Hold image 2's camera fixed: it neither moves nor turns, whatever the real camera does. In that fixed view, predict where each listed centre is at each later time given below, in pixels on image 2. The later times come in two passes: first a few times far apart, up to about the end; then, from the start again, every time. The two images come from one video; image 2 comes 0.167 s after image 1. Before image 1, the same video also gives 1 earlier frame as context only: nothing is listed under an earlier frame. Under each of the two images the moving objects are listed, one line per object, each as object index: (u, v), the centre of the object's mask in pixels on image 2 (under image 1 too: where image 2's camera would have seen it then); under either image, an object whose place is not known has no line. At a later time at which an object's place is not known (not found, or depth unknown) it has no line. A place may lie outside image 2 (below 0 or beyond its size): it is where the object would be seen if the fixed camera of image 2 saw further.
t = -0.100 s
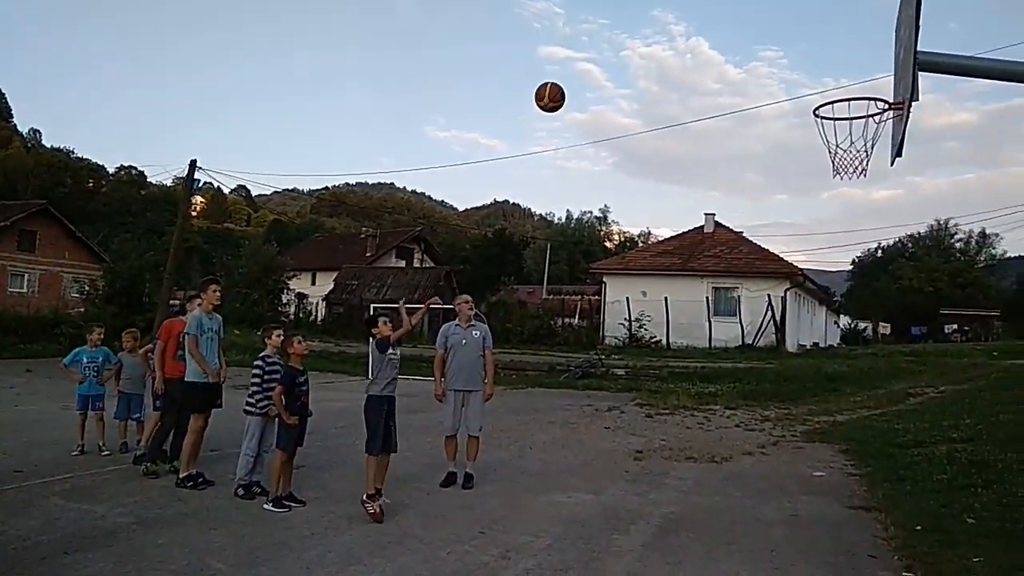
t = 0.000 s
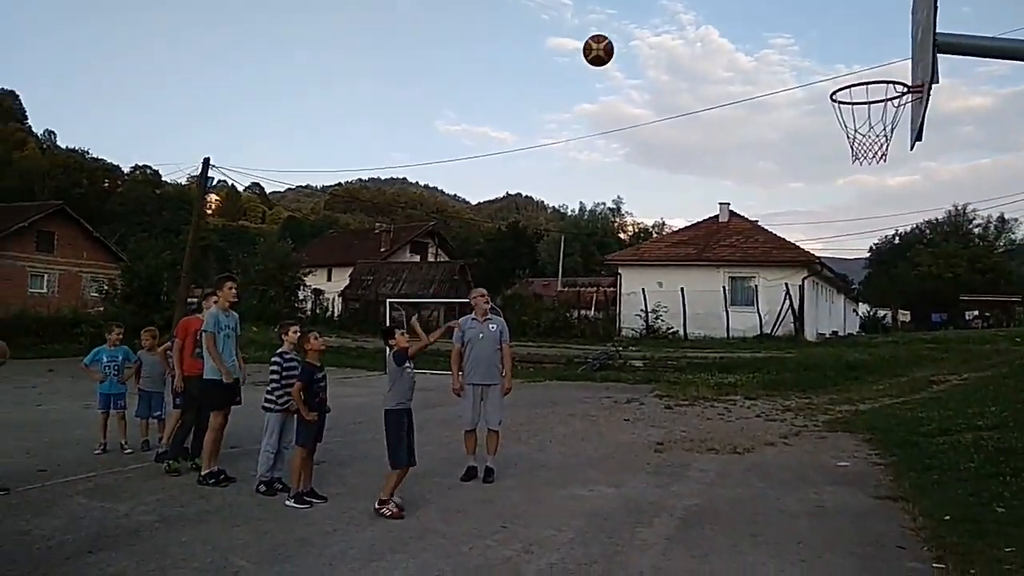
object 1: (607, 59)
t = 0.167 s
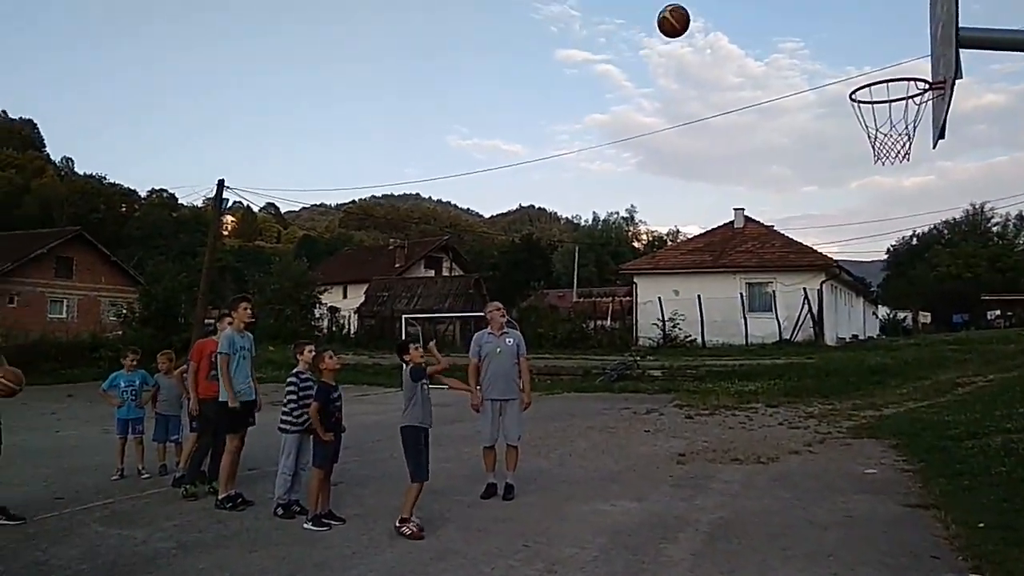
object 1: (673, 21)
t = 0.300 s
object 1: (730, 15)
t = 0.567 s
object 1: (843, 86)
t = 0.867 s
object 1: (818, 235)
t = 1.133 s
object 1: (784, 438)
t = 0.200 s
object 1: (689, 16)
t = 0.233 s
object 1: (705, 13)
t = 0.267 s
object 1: (718, 13)
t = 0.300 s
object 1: (730, 15)
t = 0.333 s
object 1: (742, 19)
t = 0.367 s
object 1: (757, 23)
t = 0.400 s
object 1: (774, 28)
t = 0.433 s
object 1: (790, 37)
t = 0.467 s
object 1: (804, 46)
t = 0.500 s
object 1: (816, 58)
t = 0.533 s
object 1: (829, 72)
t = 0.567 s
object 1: (843, 86)
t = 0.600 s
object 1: (854, 100)
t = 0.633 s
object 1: (849, 112)
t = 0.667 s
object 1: (844, 127)
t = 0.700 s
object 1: (838, 142)
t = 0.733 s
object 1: (832, 159)
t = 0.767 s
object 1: (828, 177)
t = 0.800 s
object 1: (824, 195)
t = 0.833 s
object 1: (821, 214)
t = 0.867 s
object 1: (818, 235)
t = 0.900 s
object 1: (814, 257)
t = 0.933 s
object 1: (809, 280)
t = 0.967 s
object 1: (804, 305)
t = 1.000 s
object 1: (801, 331)
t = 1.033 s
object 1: (796, 358)
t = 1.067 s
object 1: (790, 383)
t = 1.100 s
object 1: (787, 410)
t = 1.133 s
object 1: (784, 438)
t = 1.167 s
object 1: (781, 466)
